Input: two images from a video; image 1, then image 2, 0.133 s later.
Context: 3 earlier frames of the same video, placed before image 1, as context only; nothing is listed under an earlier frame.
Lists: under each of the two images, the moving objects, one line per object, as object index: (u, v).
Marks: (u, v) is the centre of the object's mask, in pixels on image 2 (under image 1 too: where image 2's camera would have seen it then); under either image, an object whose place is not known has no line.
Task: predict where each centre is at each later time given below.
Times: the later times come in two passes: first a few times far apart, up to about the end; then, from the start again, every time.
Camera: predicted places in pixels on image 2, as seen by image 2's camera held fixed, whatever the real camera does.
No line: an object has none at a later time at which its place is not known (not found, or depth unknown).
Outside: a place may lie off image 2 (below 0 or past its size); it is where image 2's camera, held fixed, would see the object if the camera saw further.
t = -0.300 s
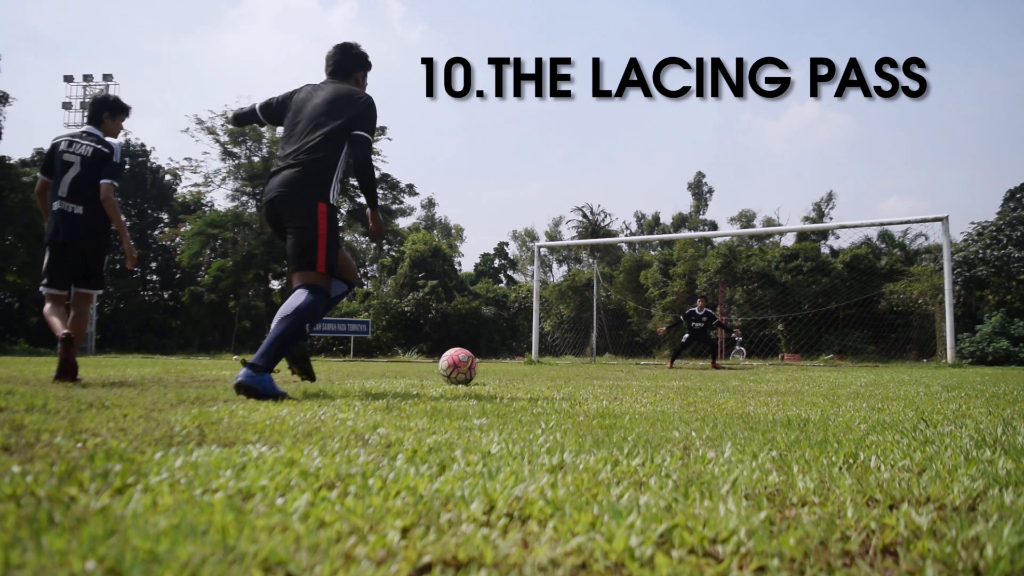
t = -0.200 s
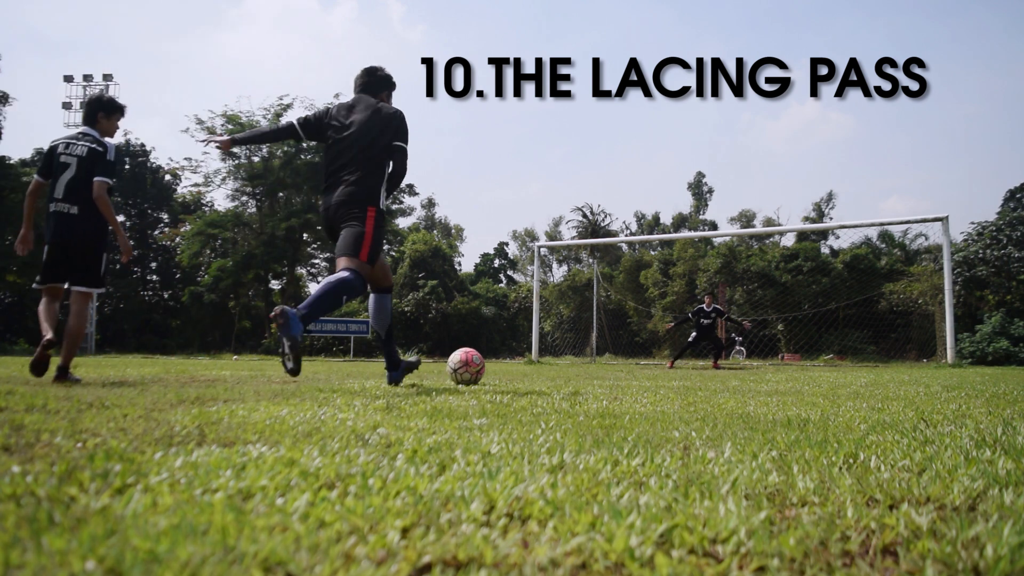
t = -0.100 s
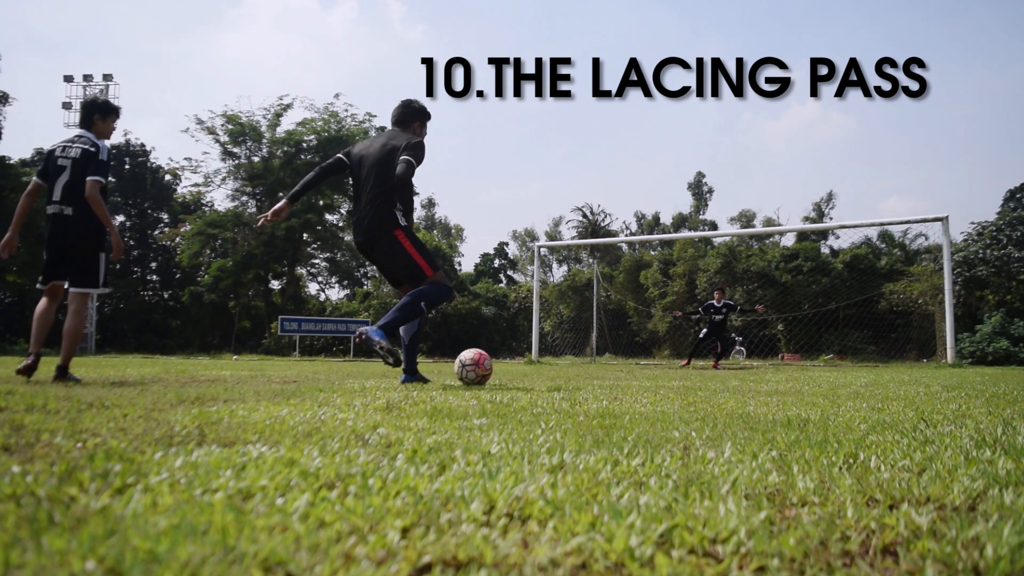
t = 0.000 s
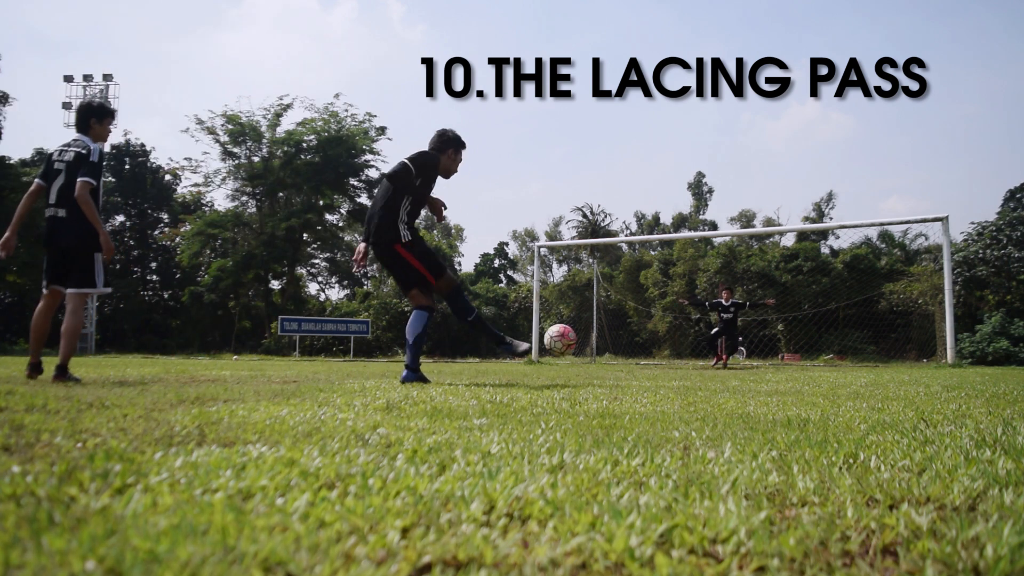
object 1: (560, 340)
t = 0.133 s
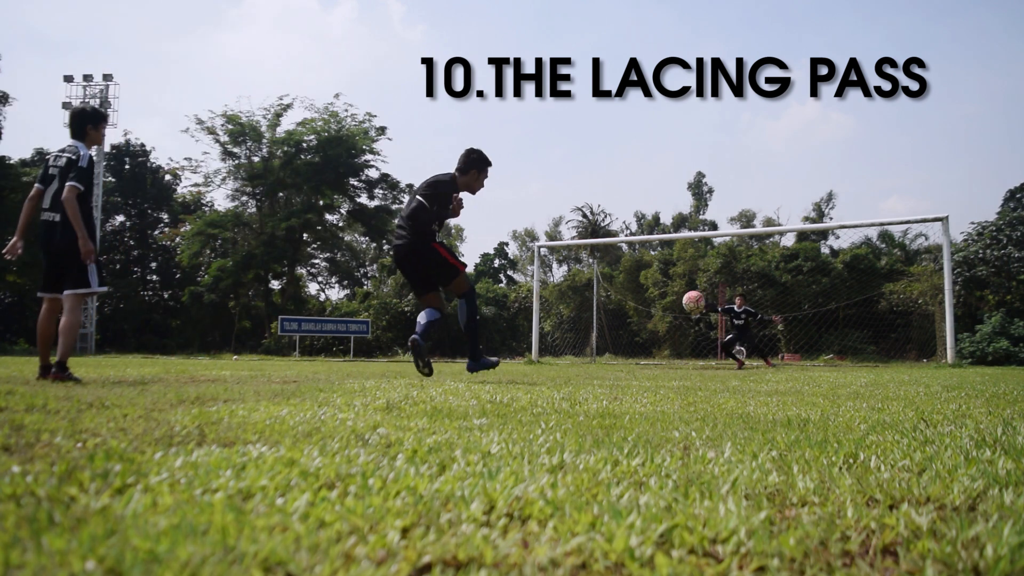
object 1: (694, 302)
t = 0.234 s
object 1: (747, 296)
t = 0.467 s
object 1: (822, 303)
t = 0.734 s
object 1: (892, 276)
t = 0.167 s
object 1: (714, 298)
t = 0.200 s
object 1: (731, 296)
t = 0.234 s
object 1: (747, 296)
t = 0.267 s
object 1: (760, 296)
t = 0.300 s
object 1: (772, 297)
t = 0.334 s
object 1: (784, 299)
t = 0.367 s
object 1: (794, 302)
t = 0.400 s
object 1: (803, 305)
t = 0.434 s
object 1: (811, 308)
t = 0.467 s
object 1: (822, 303)
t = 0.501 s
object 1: (835, 296)
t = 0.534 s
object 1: (846, 290)
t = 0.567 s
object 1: (857, 285)
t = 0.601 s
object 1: (864, 281)
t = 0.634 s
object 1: (871, 278)
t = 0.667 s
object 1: (878, 277)
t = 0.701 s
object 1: (885, 276)
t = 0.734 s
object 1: (892, 276)
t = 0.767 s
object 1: (899, 276)
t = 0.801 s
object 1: (906, 277)
